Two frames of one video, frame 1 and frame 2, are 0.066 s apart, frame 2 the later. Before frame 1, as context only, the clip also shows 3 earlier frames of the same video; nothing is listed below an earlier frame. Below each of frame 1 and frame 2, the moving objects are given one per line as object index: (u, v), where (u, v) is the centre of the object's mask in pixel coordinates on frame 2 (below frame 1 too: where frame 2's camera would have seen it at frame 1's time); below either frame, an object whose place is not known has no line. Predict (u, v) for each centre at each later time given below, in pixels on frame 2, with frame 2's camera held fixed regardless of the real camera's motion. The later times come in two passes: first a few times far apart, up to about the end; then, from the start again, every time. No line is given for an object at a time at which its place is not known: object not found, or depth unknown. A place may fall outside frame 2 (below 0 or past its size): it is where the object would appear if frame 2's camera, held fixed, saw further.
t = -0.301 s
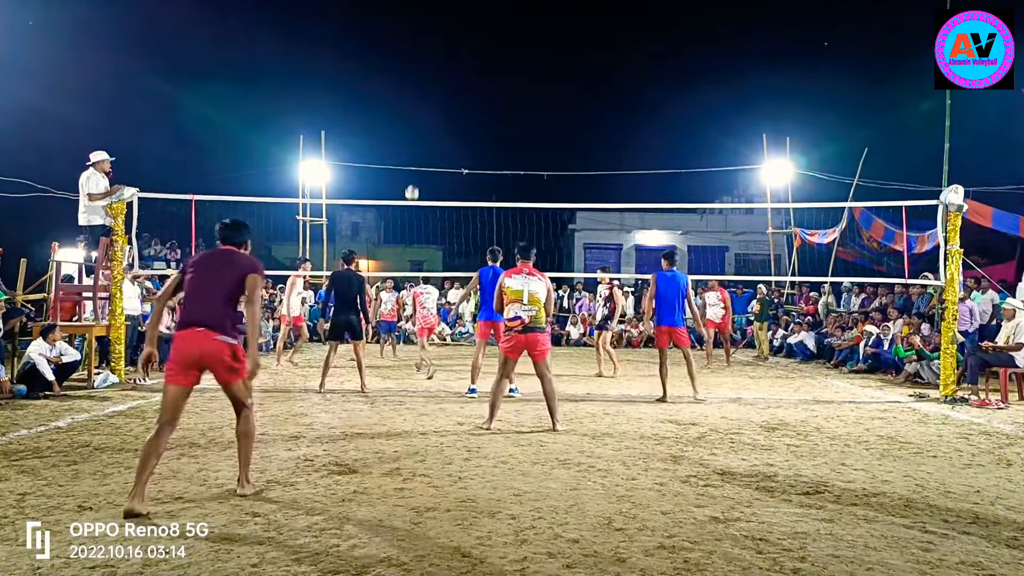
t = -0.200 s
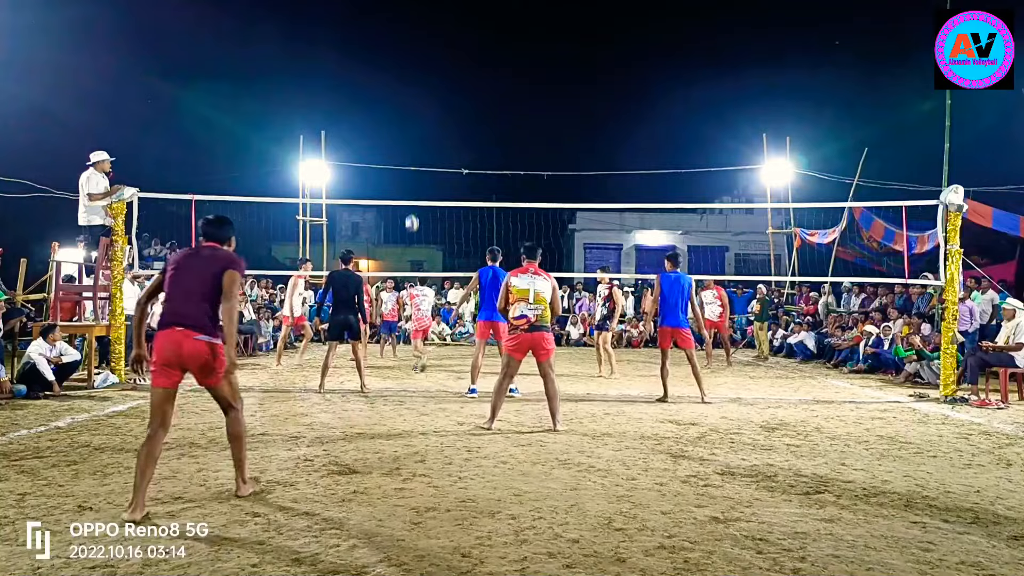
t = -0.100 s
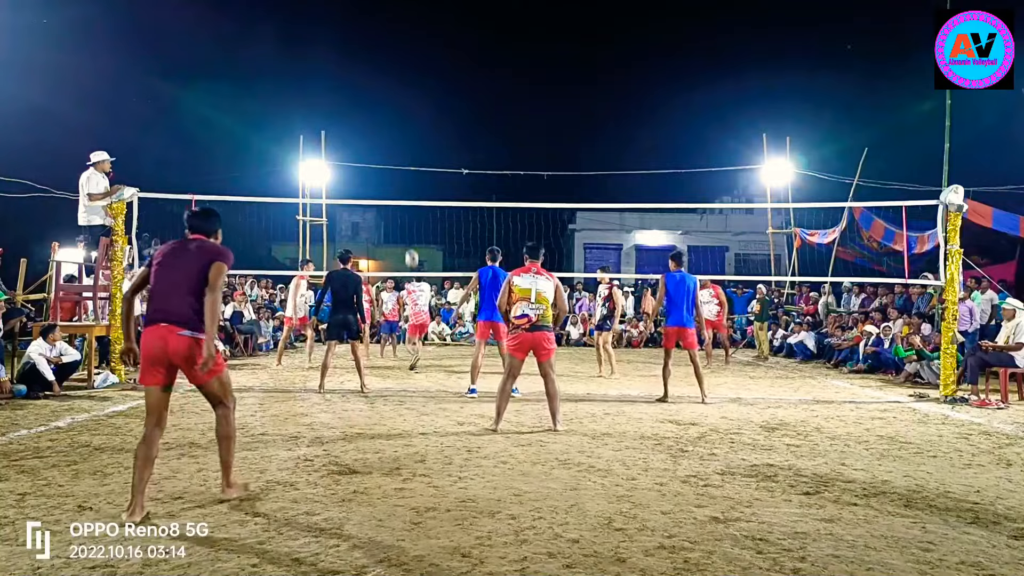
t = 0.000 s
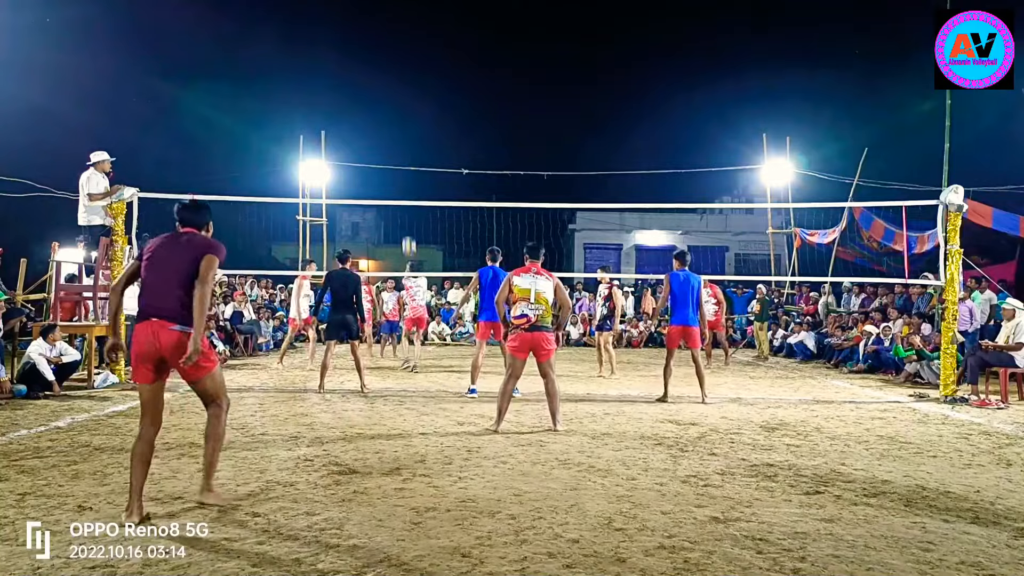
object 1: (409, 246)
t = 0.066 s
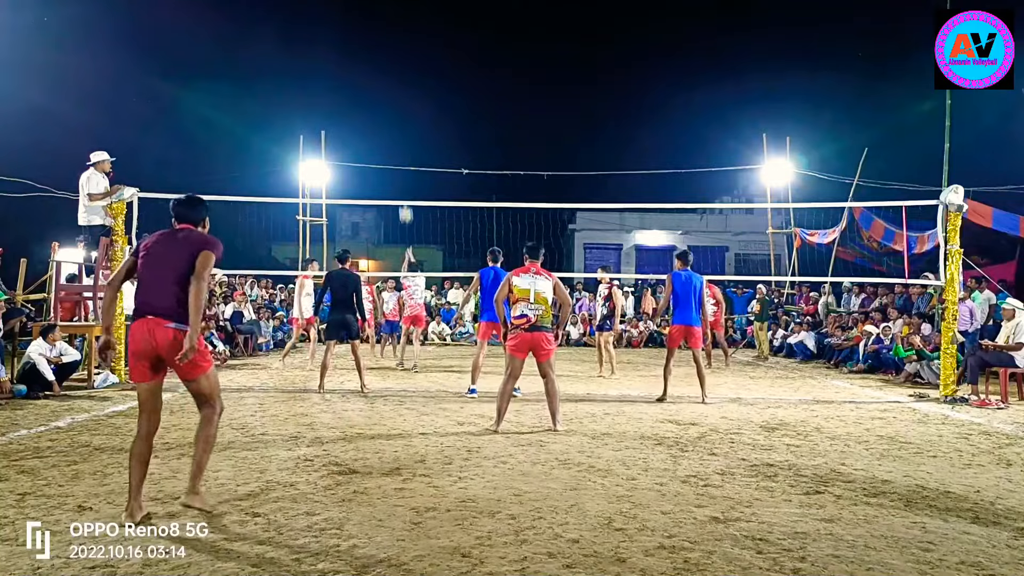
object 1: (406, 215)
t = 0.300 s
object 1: (395, 121)
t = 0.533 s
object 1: (382, 59)
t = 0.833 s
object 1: (363, 29)
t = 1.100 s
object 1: (345, 53)
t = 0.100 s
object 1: (404, 196)
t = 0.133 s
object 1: (403, 184)
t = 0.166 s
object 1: (401, 170)
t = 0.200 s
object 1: (400, 157)
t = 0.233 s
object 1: (398, 144)
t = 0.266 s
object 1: (396, 132)
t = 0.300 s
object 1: (395, 121)
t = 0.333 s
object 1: (393, 110)
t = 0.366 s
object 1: (391, 100)
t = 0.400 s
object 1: (389, 91)
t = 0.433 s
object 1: (387, 82)
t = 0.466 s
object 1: (386, 74)
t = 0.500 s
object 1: (384, 66)
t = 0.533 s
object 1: (382, 59)
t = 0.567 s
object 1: (380, 54)
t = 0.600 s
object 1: (378, 48)
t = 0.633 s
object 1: (376, 43)
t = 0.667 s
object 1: (374, 39)
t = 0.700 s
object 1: (372, 36)
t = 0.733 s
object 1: (370, 33)
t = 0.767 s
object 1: (367, 31)
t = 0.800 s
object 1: (365, 30)
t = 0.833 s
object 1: (363, 29)
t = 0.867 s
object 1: (361, 30)
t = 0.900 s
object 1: (359, 30)
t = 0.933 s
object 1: (357, 32)
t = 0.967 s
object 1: (354, 35)
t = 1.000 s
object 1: (352, 38)
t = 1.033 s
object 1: (350, 43)
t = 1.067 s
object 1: (347, 48)
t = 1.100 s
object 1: (345, 53)
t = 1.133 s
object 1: (342, 60)
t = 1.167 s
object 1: (340, 67)
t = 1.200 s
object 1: (338, 75)
